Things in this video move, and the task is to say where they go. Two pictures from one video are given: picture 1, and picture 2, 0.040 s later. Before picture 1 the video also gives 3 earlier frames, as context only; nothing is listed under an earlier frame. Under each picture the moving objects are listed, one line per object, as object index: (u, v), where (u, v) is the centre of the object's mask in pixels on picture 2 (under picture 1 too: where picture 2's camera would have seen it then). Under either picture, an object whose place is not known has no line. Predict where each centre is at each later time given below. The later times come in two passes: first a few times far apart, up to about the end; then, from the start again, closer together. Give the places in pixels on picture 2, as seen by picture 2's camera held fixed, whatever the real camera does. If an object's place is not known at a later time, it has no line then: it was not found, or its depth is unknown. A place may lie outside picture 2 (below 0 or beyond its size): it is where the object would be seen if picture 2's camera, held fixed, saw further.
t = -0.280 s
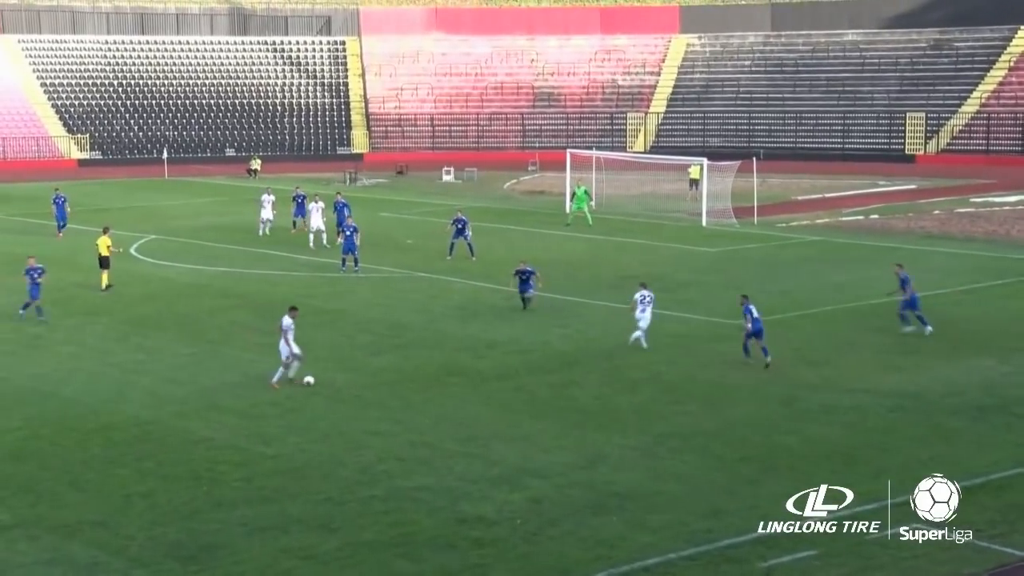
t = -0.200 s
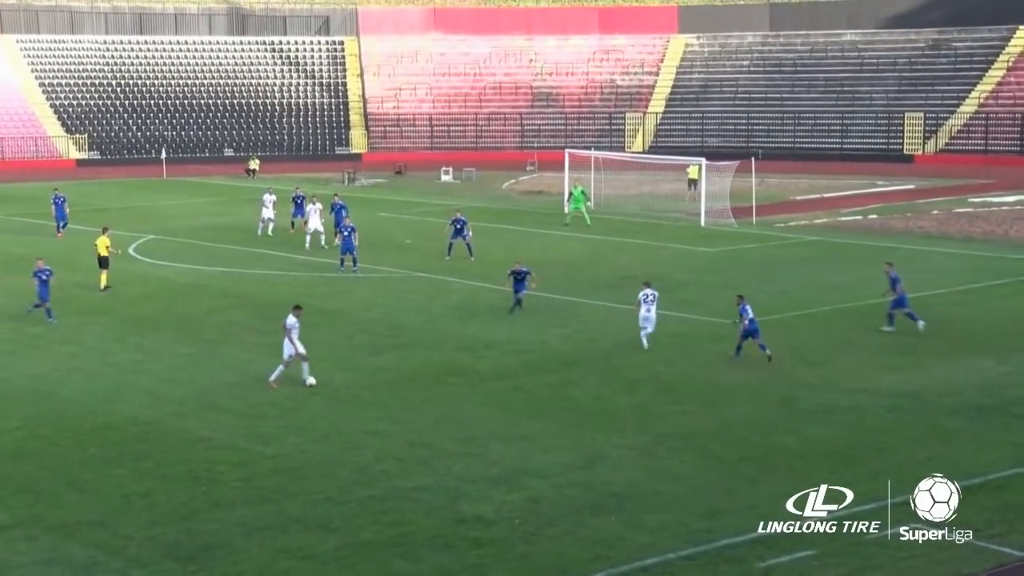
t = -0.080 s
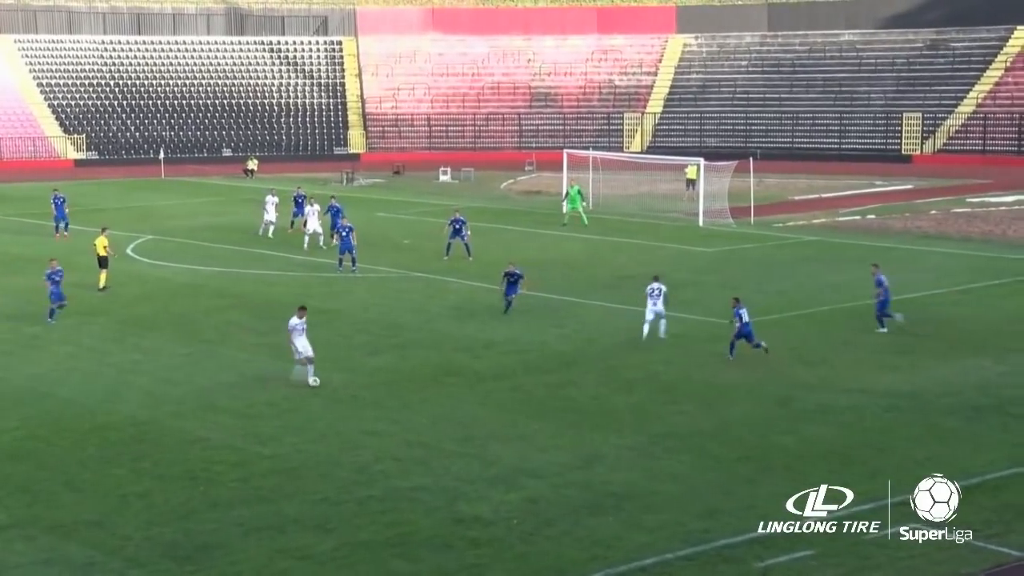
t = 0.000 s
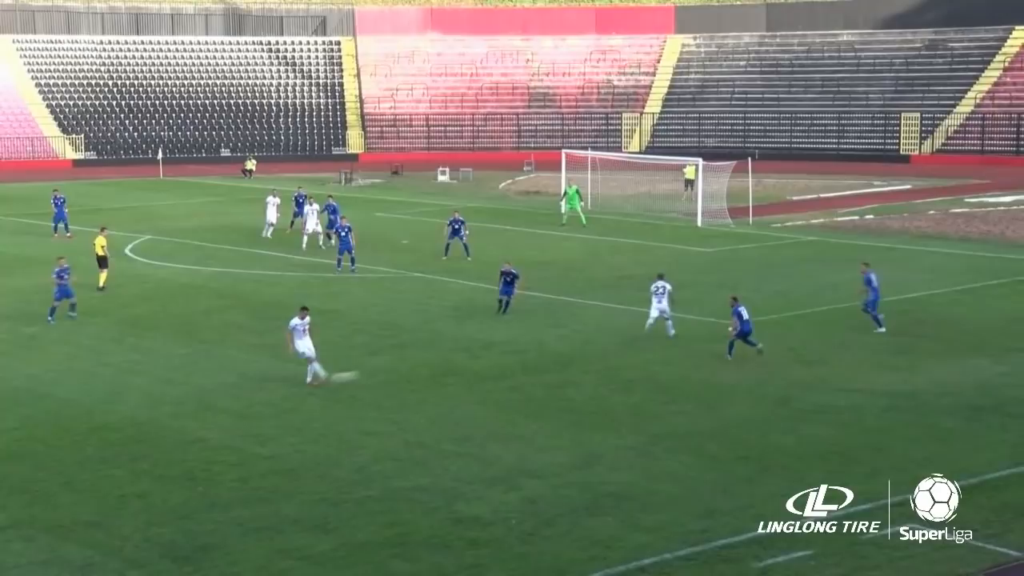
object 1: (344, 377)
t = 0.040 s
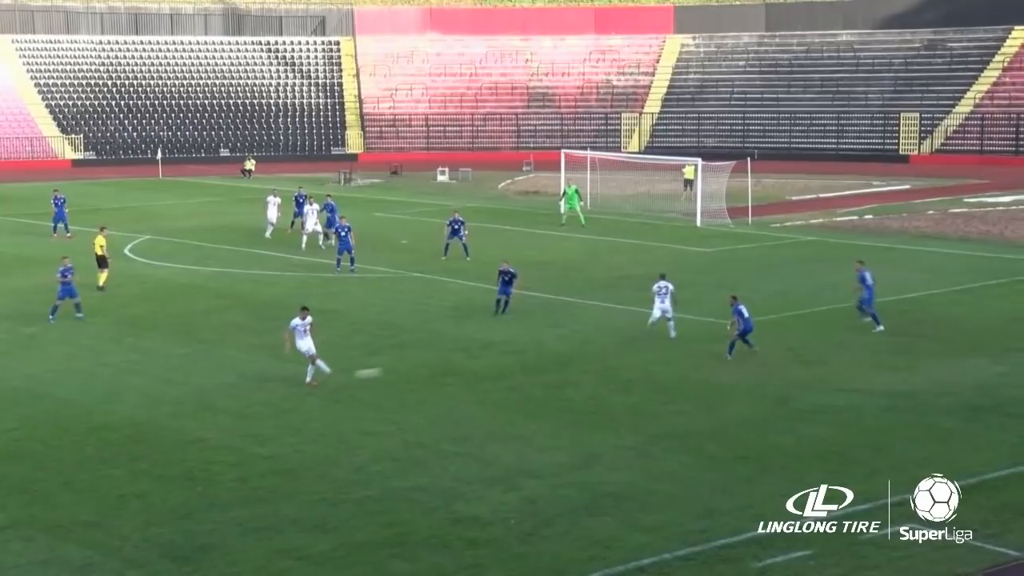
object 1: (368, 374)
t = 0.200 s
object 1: (463, 367)
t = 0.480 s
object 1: (635, 386)
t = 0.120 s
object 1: (415, 369)
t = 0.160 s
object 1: (438, 368)
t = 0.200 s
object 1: (463, 367)
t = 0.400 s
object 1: (585, 377)
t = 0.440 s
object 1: (611, 381)
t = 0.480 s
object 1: (635, 386)
